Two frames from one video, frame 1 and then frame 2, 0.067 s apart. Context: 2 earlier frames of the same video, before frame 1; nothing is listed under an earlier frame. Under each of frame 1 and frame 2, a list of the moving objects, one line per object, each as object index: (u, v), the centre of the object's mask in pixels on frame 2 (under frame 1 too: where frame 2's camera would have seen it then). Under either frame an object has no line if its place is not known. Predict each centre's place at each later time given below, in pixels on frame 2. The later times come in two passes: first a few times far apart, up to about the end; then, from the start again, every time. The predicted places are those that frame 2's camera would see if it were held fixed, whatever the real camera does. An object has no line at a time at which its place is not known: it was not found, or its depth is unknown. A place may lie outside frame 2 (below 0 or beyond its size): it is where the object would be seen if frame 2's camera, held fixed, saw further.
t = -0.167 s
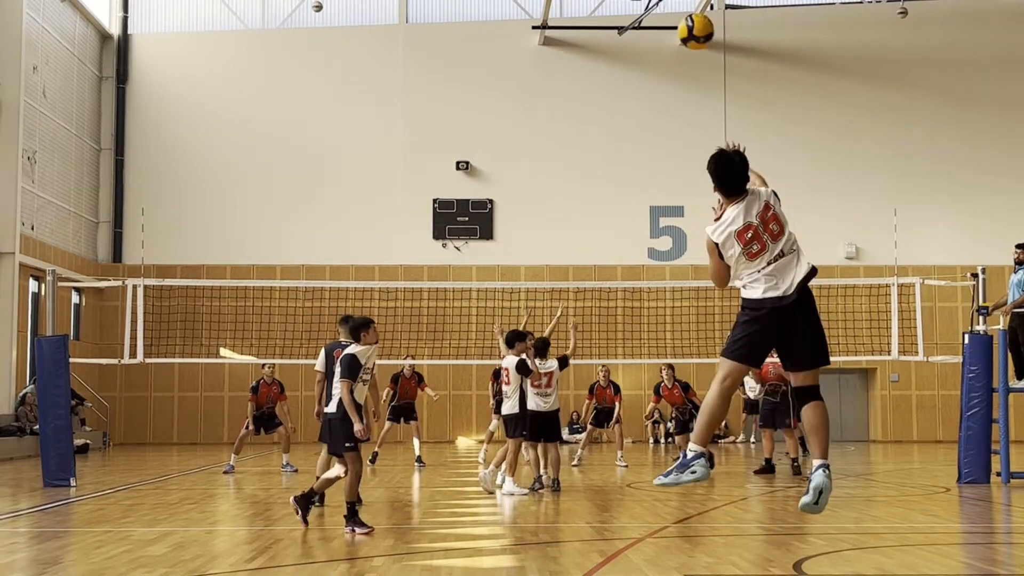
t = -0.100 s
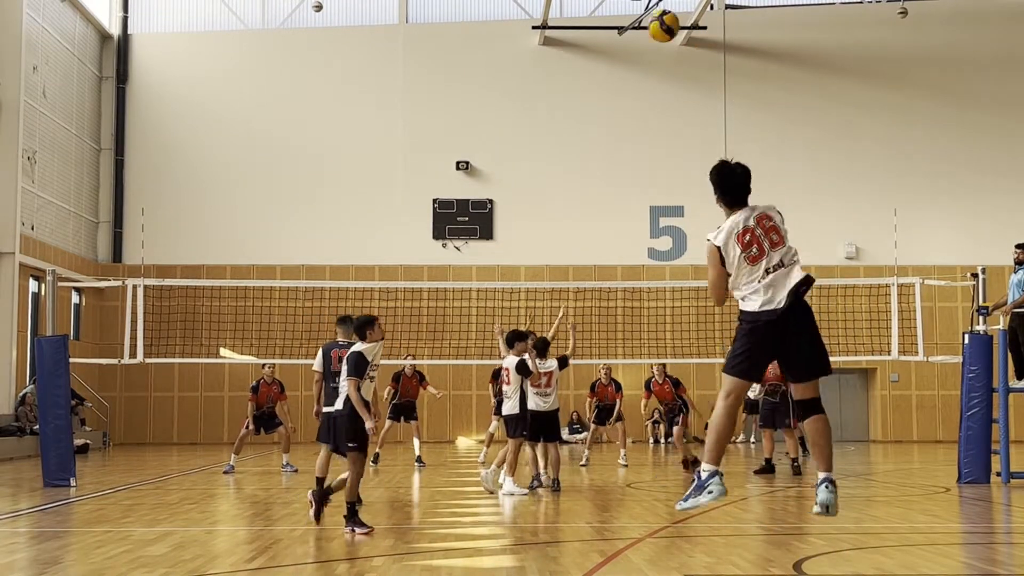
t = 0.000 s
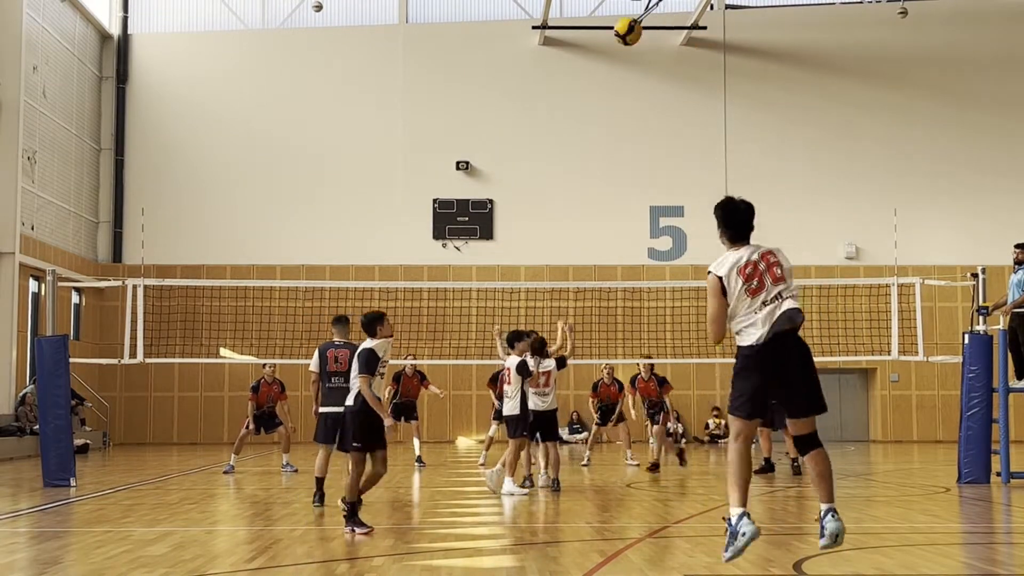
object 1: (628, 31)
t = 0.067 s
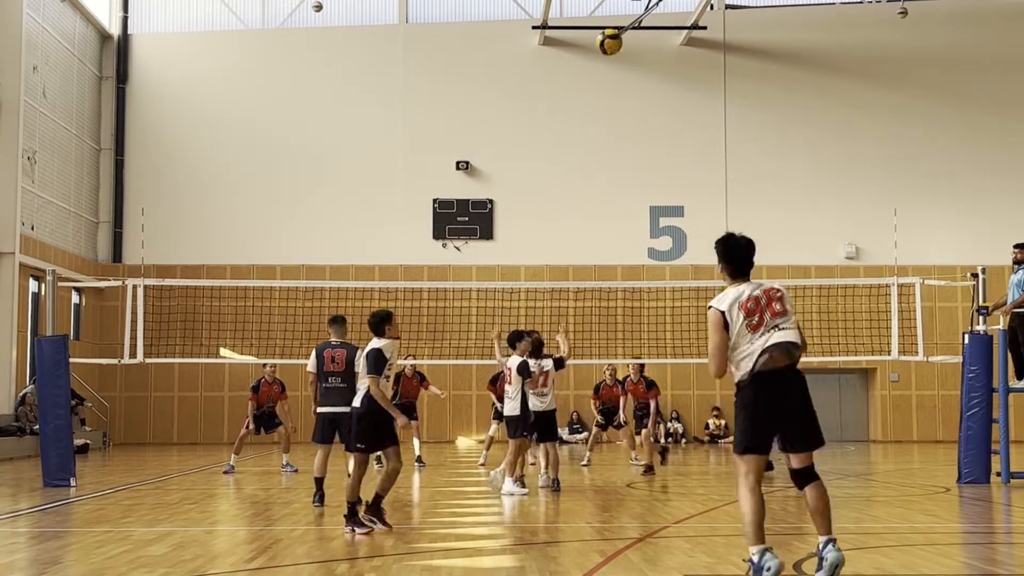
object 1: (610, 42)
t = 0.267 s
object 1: (567, 87)
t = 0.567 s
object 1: (528, 184)
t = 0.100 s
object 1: (601, 49)
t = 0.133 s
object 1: (593, 56)
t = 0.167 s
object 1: (585, 63)
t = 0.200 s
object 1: (579, 71)
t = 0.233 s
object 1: (573, 78)
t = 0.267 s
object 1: (567, 87)
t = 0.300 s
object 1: (562, 96)
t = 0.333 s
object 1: (557, 106)
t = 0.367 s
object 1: (553, 117)
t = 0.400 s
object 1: (548, 127)
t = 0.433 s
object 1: (543, 138)
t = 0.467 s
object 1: (539, 149)
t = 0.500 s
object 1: (536, 161)
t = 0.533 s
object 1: (532, 172)
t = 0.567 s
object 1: (528, 184)
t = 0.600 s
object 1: (525, 195)
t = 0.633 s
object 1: (523, 207)
